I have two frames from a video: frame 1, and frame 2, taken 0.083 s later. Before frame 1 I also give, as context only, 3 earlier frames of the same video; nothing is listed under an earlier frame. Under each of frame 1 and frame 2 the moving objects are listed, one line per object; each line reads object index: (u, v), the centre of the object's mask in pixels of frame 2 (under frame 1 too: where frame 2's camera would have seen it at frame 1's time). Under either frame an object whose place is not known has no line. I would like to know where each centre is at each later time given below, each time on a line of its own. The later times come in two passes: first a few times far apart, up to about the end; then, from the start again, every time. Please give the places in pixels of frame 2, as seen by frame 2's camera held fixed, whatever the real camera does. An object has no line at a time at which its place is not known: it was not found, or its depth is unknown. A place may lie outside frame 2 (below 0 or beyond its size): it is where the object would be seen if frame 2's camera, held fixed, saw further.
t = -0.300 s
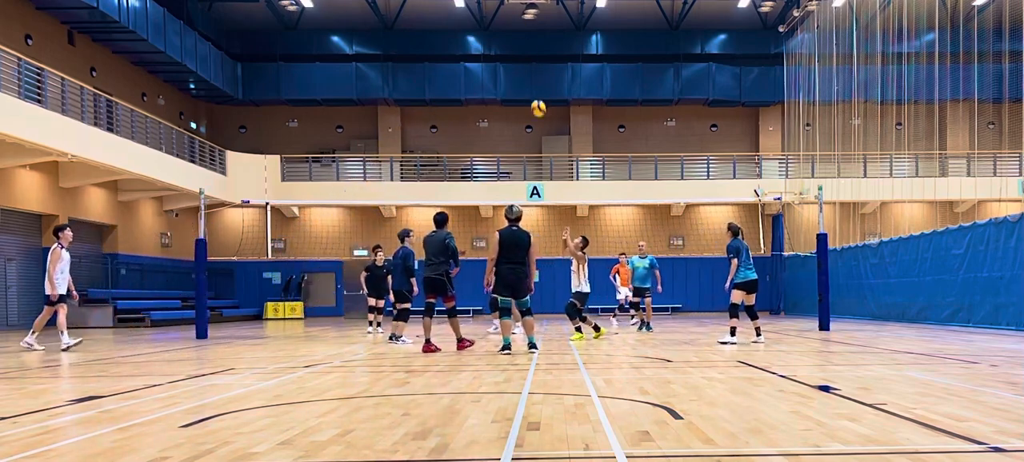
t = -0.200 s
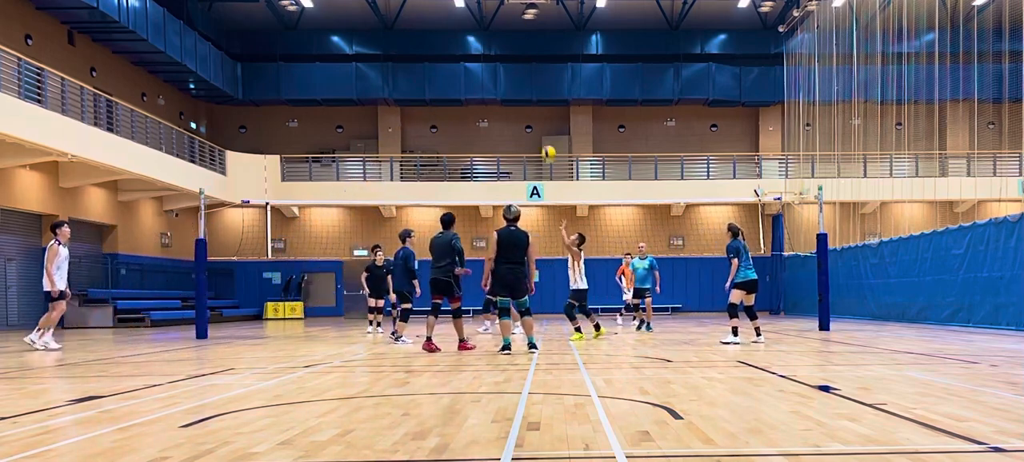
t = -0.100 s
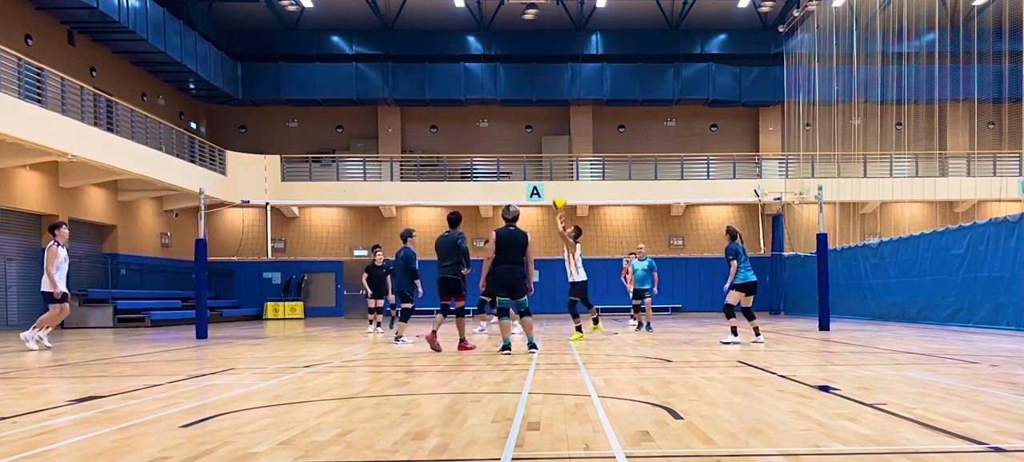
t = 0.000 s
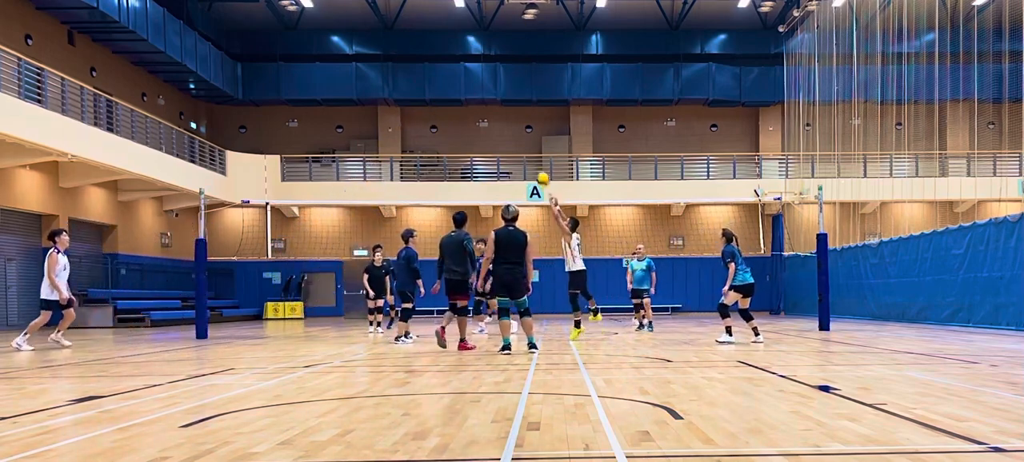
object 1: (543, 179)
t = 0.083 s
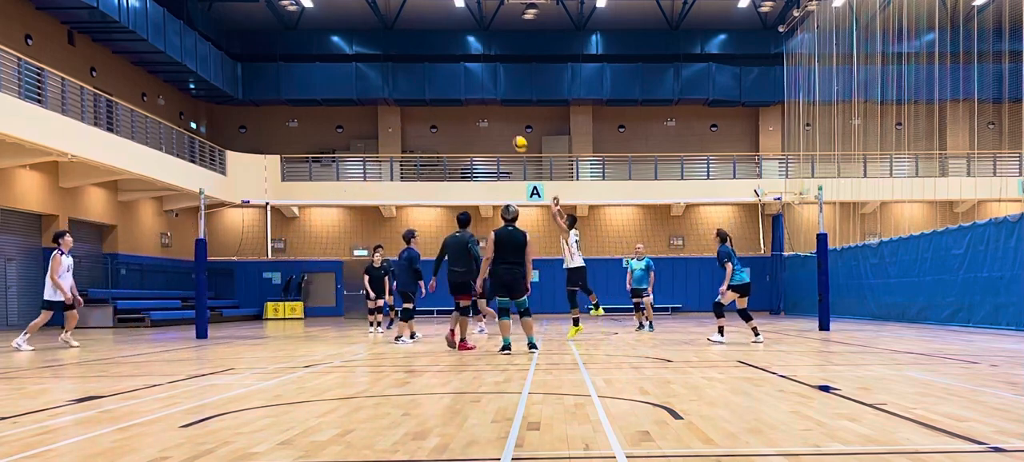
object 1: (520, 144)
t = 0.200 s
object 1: (489, 103)
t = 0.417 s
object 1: (433, 53)
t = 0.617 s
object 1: (386, 36)
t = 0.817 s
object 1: (341, 45)
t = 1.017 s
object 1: (299, 78)
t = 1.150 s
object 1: (273, 113)
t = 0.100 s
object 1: (515, 137)
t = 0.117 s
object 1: (511, 131)
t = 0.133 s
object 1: (506, 125)
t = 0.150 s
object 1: (502, 119)
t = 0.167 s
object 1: (497, 113)
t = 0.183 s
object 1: (493, 108)
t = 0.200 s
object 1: (489, 103)
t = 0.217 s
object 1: (484, 98)
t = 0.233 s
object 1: (479, 93)
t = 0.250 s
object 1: (475, 88)
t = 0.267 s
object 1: (471, 83)
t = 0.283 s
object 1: (467, 79)
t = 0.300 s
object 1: (463, 75)
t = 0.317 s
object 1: (459, 71)
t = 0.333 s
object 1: (454, 68)
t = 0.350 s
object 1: (450, 64)
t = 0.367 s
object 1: (446, 61)
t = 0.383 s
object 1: (442, 58)
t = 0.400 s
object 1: (437, 55)
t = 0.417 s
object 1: (433, 53)
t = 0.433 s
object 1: (429, 50)
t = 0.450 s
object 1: (425, 48)
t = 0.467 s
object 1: (421, 46)
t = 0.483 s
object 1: (417, 44)
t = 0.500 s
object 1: (413, 42)
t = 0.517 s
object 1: (409, 41)
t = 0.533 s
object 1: (405, 40)
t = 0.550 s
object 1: (401, 38)
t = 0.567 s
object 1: (397, 37)
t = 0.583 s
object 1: (394, 36)
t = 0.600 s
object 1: (390, 36)
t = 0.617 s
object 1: (386, 36)
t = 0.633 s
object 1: (382, 35)
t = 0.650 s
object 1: (378, 35)
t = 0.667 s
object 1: (375, 35)
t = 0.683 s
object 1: (371, 36)
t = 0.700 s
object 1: (367, 36)
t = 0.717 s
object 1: (363, 37)
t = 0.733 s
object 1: (360, 38)
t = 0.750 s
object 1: (356, 39)
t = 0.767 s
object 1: (352, 40)
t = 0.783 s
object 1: (349, 41)
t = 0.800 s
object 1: (345, 43)
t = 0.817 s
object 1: (341, 45)
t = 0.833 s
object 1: (338, 46)
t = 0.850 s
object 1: (334, 49)
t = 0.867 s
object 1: (330, 51)
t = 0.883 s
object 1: (327, 53)
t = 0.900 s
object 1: (323, 56)
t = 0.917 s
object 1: (320, 59)
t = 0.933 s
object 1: (316, 61)
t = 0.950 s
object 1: (313, 65)
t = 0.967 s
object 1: (309, 68)
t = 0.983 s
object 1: (306, 71)
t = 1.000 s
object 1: (303, 75)
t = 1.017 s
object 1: (299, 78)
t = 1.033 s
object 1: (296, 82)
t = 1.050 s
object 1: (293, 86)
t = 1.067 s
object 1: (289, 90)
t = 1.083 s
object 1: (286, 94)
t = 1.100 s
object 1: (283, 99)
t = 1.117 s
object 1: (279, 104)
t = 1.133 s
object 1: (276, 108)
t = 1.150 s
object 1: (273, 113)
